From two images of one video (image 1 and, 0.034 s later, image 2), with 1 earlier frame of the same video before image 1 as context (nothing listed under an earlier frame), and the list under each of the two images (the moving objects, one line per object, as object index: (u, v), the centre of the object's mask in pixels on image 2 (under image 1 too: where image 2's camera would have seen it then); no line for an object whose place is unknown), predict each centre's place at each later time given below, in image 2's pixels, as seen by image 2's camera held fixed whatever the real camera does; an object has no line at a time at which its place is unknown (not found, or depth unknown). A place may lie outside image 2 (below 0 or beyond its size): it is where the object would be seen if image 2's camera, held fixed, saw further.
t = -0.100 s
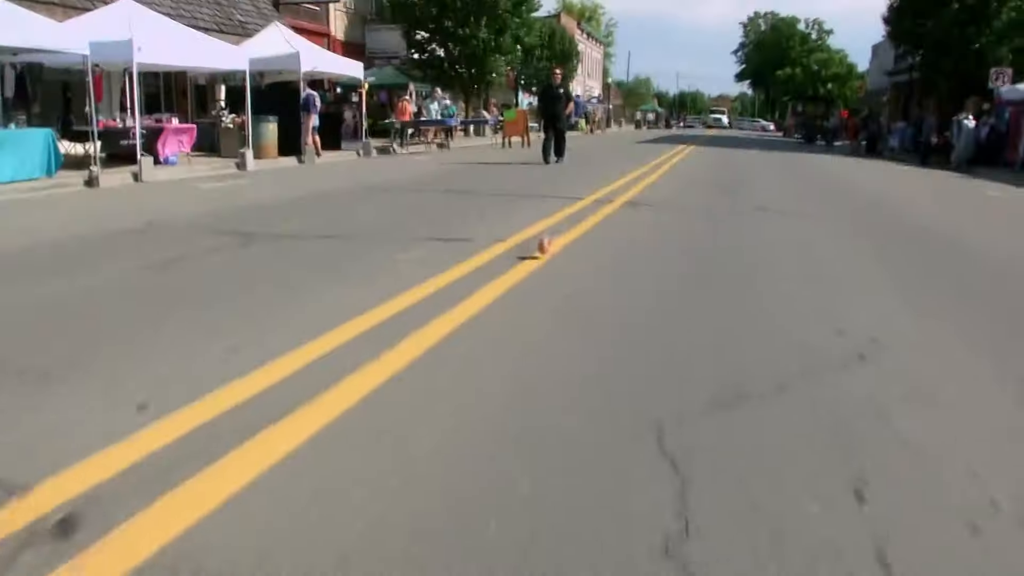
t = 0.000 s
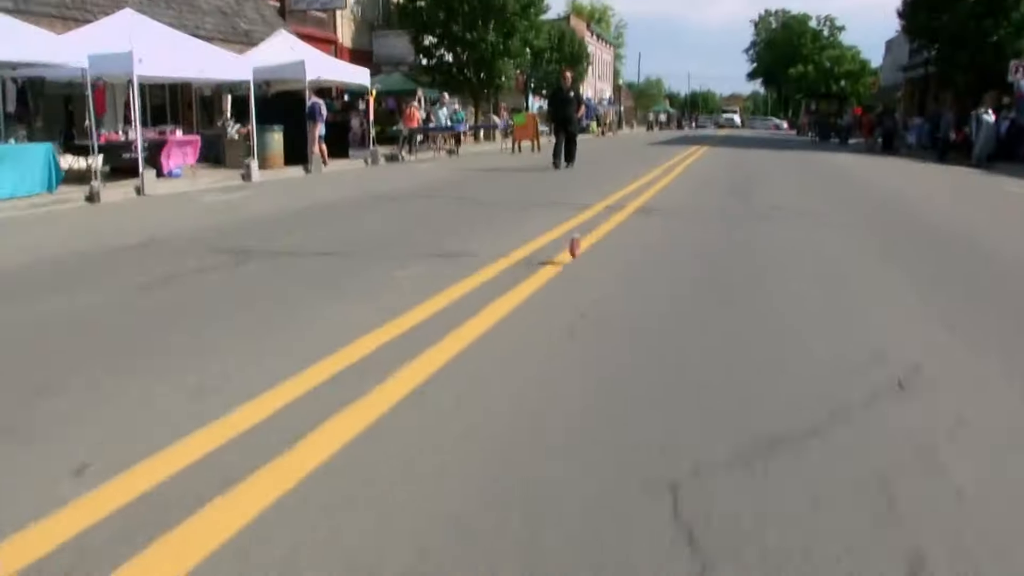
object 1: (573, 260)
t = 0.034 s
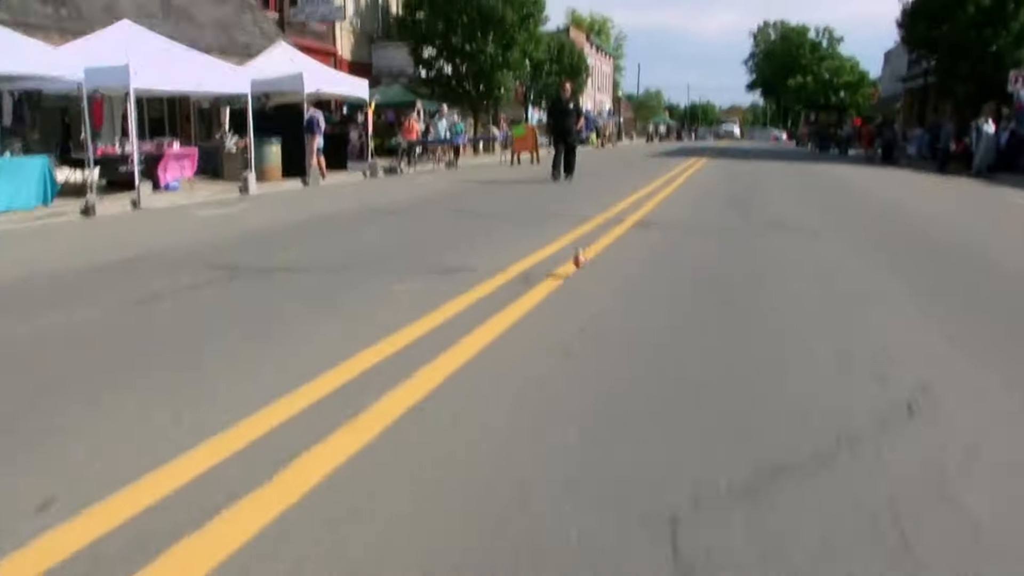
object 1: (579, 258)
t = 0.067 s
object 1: (585, 257)
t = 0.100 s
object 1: (590, 261)
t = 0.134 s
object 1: (596, 262)
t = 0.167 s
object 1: (601, 254)
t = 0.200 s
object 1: (606, 248)
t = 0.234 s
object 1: (610, 244)
